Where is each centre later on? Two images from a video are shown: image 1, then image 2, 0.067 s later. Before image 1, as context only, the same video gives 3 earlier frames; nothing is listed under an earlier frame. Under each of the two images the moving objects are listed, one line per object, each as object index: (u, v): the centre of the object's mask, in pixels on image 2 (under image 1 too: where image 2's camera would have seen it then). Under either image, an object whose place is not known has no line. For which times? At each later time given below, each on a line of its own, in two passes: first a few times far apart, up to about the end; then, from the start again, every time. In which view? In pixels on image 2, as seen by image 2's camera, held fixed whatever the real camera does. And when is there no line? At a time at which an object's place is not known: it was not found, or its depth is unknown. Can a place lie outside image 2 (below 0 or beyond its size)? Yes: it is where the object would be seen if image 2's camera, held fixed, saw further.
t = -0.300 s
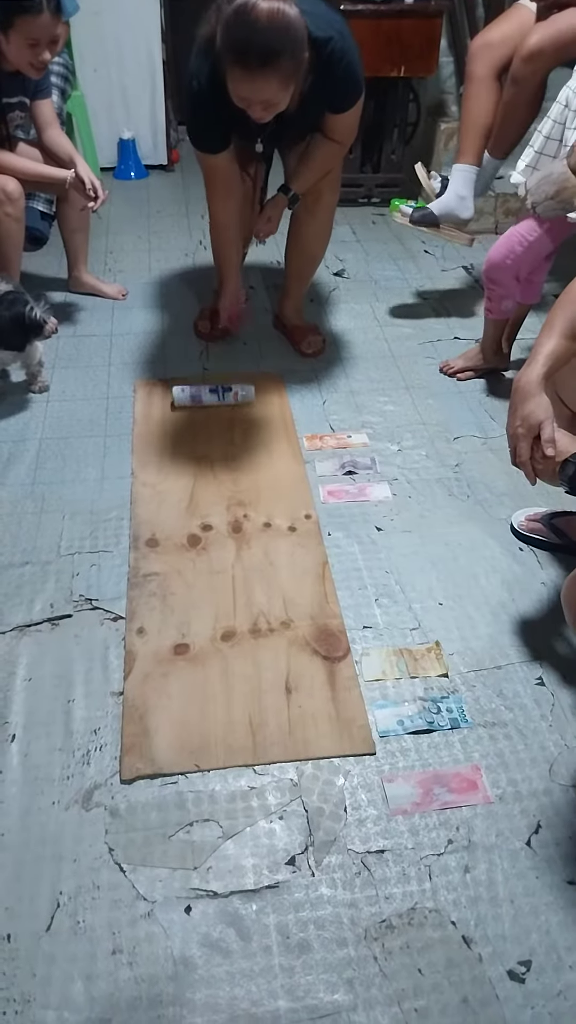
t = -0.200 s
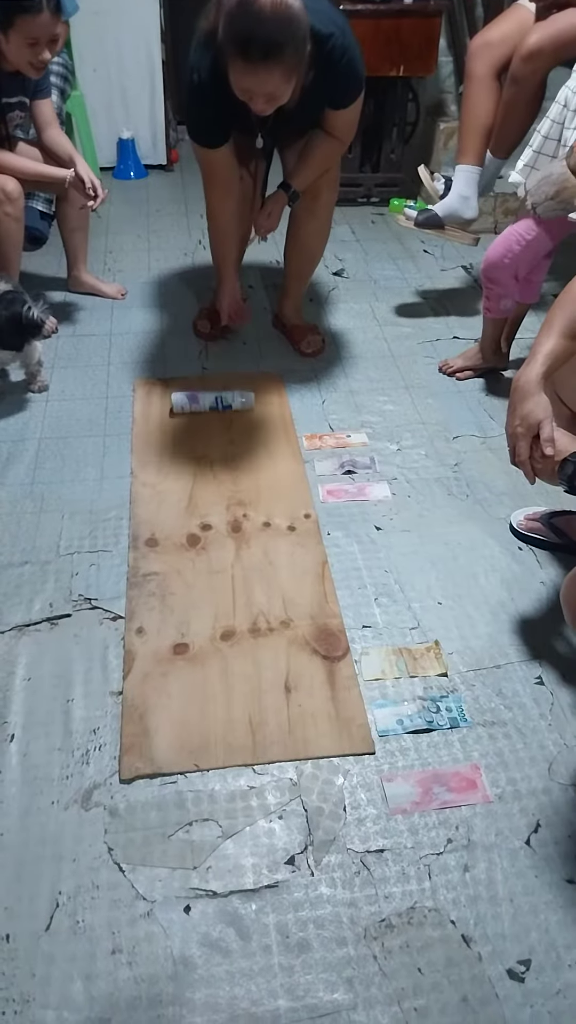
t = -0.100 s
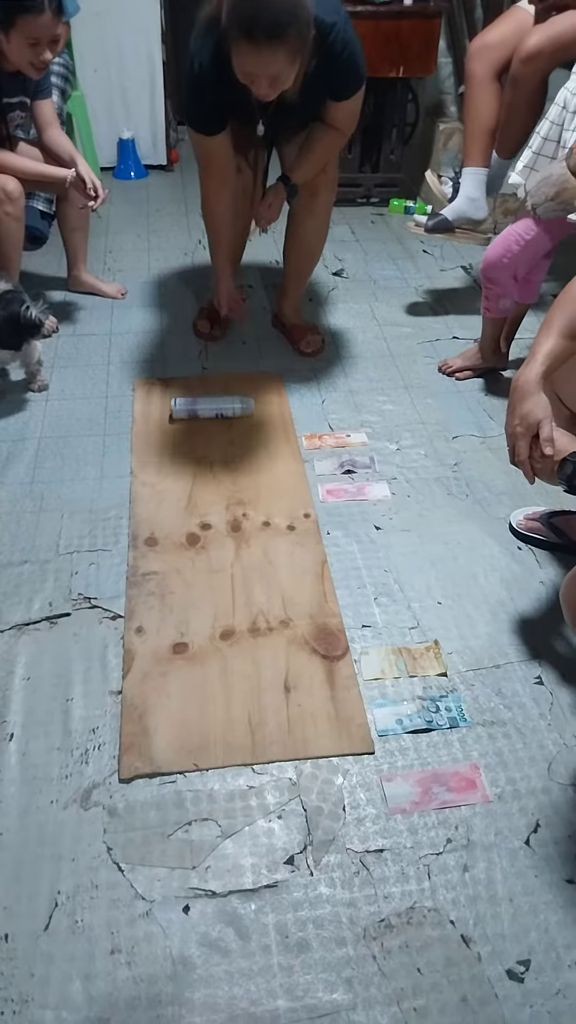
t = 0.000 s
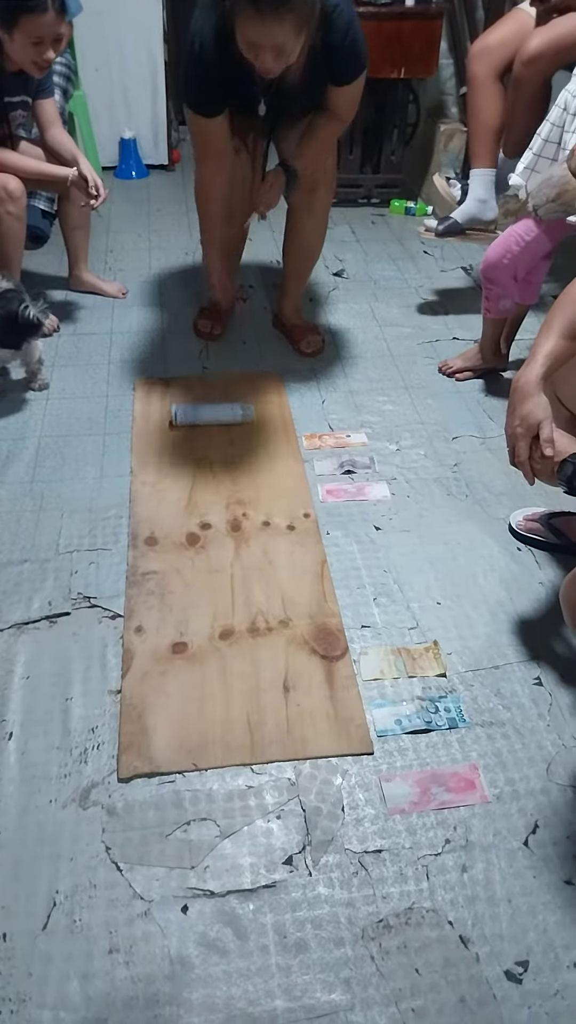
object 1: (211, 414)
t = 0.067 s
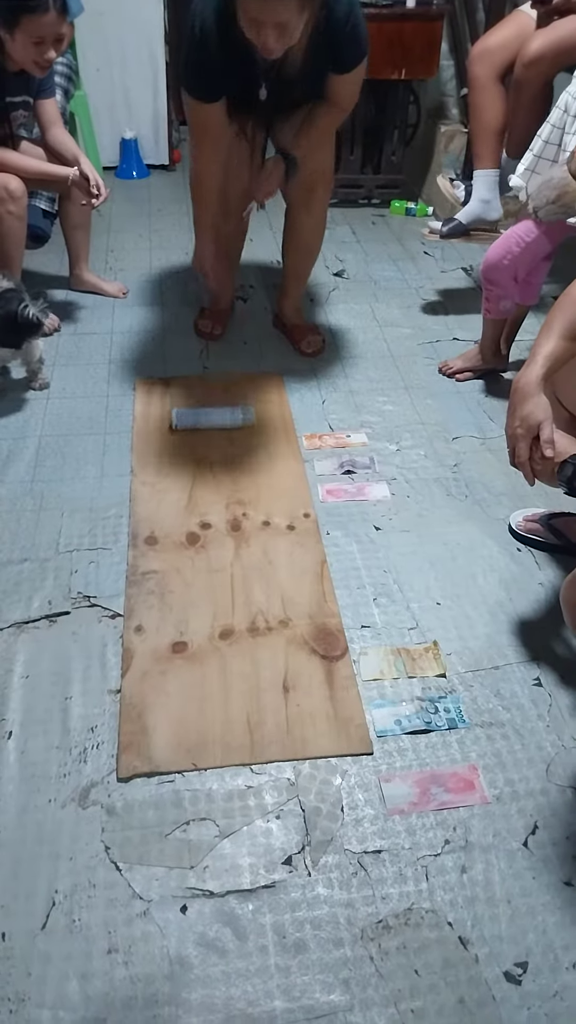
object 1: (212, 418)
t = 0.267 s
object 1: (213, 433)
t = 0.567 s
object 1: (213, 454)
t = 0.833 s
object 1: (211, 469)
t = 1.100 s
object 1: (211, 484)
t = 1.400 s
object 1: (212, 497)
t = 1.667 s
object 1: (212, 508)
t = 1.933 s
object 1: (212, 515)
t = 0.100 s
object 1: (212, 421)
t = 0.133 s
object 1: (212, 423)
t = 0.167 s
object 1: (212, 425)
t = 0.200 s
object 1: (213, 427)
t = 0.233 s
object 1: (213, 430)
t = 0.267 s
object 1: (213, 433)
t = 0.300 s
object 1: (213, 435)
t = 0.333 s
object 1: (213, 437)
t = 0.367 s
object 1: (213, 440)
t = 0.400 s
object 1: (214, 442)
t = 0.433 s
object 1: (213, 445)
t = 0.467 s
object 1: (212, 447)
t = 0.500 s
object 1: (212, 449)
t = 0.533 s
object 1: (213, 452)
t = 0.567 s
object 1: (213, 454)
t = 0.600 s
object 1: (212, 456)
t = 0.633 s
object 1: (212, 458)
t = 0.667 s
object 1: (212, 460)
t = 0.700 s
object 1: (212, 462)
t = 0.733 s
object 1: (212, 464)
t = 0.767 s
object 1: (211, 466)
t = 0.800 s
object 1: (211, 468)
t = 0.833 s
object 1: (211, 469)
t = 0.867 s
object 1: (211, 471)
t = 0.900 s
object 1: (211, 473)
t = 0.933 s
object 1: (211, 475)
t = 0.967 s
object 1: (211, 477)
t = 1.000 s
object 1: (211, 479)
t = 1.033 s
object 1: (211, 481)
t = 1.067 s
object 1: (211, 483)
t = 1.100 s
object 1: (211, 484)
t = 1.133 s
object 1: (211, 485)
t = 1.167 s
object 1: (211, 486)
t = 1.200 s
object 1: (211, 489)
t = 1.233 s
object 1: (211, 490)
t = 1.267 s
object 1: (211, 491)
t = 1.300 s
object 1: (211, 492)
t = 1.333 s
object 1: (212, 494)
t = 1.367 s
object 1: (212, 495)
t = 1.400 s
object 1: (212, 497)
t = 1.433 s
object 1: (212, 498)
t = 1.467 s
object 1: (212, 499)
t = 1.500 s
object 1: (212, 500)
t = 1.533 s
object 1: (213, 501)
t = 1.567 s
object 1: (213, 503)
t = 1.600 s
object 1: (213, 505)
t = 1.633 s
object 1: (212, 506)
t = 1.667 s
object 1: (212, 508)
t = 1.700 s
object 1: (212, 509)
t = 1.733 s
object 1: (212, 510)
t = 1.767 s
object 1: (212, 511)
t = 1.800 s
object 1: (212, 512)
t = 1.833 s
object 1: (212, 513)
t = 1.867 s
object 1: (212, 515)
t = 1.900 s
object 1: (212, 515)
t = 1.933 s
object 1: (212, 515)
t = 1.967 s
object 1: (212, 517)
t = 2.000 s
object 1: (212, 517)
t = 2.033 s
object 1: (212, 518)
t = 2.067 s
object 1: (213, 520)
